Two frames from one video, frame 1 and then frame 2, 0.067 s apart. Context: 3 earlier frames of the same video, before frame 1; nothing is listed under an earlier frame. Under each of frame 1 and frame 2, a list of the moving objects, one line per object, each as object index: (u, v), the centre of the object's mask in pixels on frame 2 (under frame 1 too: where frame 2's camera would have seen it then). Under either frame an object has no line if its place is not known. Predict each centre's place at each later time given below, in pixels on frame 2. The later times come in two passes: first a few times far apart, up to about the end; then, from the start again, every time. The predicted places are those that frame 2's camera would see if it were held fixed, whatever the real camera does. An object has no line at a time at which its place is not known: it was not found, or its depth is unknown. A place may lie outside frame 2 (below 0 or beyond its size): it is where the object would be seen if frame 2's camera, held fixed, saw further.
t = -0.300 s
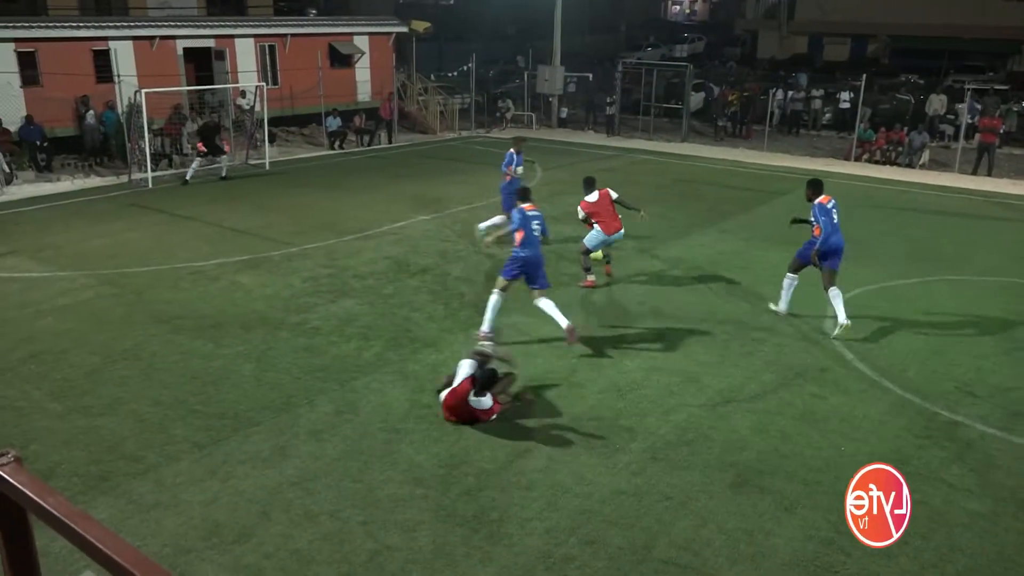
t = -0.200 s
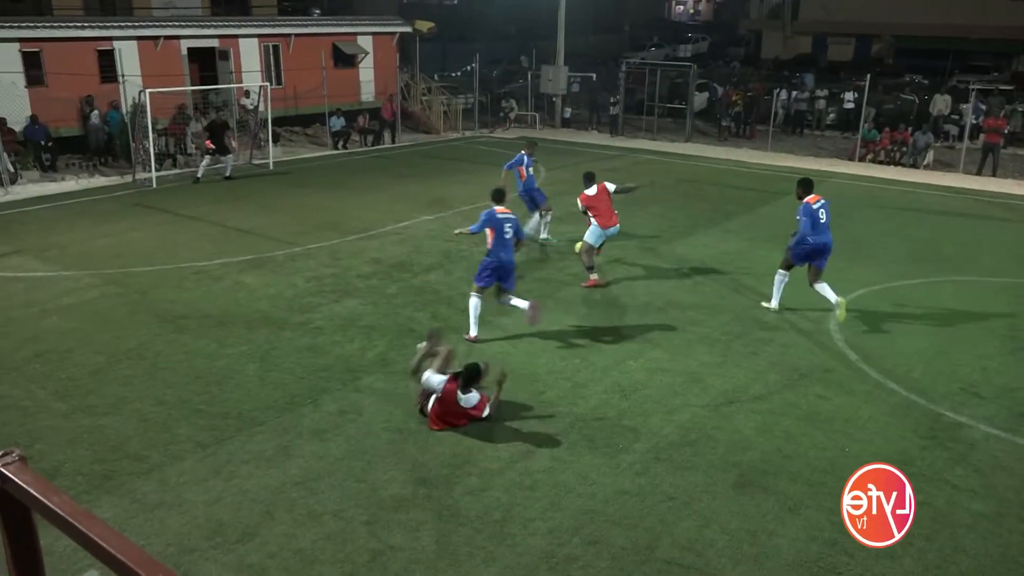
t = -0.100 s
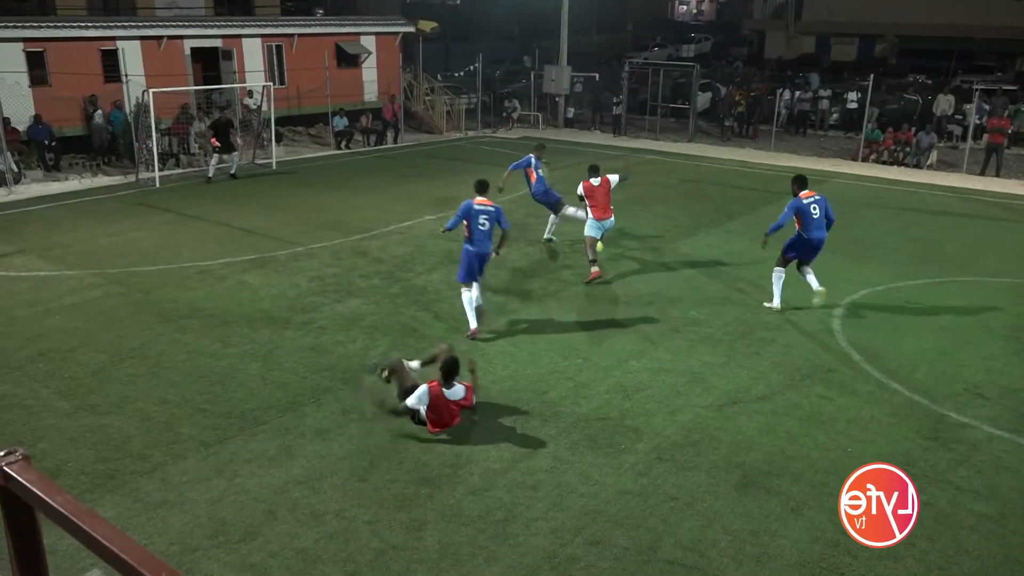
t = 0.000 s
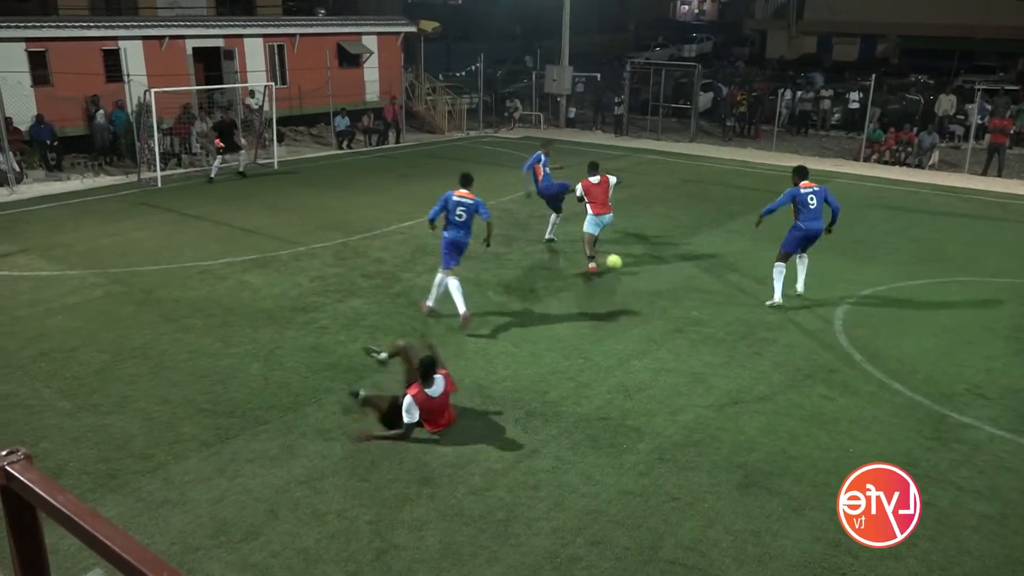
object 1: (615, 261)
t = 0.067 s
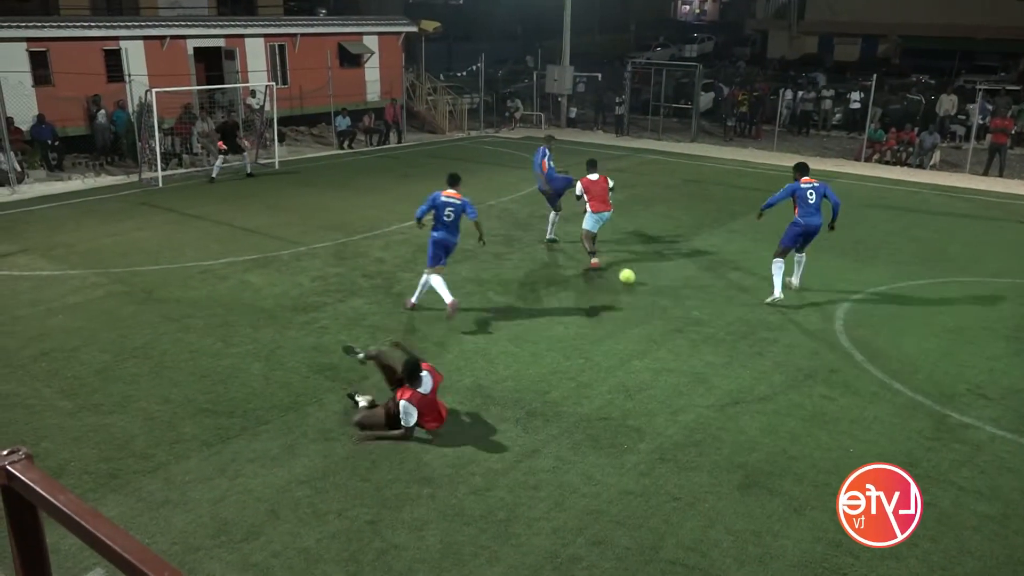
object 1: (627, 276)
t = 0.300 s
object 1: (665, 300)
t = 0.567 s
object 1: (707, 334)
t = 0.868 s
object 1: (763, 371)
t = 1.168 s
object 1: (827, 416)
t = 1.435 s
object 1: (895, 463)
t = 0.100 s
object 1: (632, 277)
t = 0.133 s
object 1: (637, 279)
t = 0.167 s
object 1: (643, 281)
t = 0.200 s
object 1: (648, 285)
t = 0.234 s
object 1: (654, 289)
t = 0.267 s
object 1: (659, 294)
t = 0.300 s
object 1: (665, 300)
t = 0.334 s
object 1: (671, 308)
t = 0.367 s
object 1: (676, 312)
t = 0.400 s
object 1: (682, 313)
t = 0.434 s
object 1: (687, 316)
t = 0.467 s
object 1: (692, 319)
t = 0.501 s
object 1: (697, 324)
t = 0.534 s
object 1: (702, 330)
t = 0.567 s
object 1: (707, 334)
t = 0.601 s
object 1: (713, 338)
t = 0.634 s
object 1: (719, 342)
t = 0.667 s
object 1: (725, 346)
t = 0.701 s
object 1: (731, 350)
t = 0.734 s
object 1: (737, 355)
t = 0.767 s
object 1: (743, 360)
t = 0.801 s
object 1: (750, 363)
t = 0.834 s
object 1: (756, 366)
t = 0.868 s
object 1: (763, 371)
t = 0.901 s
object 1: (769, 377)
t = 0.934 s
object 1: (776, 382)
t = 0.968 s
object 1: (783, 386)
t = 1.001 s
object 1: (790, 391)
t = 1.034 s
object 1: (797, 396)
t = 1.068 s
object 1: (804, 401)
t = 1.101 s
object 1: (812, 406)
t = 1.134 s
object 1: (819, 412)
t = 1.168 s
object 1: (827, 416)
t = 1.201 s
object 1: (835, 421)
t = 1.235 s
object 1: (843, 428)
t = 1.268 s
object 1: (851, 434)
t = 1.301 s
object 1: (860, 439)
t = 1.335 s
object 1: (868, 445)
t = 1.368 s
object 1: (877, 452)
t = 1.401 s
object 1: (886, 457)
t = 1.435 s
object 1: (895, 463)
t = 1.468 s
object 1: (905, 470)
